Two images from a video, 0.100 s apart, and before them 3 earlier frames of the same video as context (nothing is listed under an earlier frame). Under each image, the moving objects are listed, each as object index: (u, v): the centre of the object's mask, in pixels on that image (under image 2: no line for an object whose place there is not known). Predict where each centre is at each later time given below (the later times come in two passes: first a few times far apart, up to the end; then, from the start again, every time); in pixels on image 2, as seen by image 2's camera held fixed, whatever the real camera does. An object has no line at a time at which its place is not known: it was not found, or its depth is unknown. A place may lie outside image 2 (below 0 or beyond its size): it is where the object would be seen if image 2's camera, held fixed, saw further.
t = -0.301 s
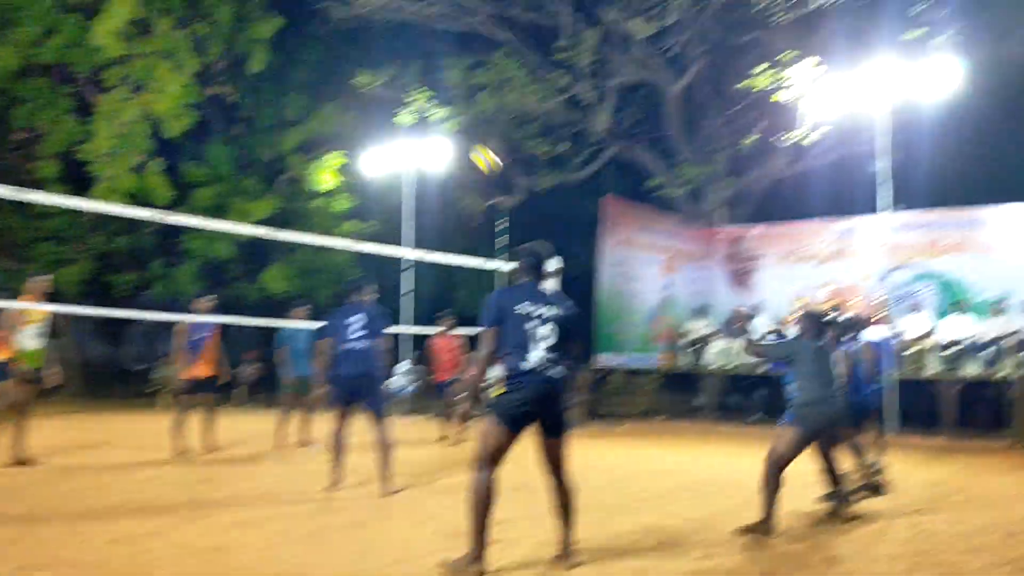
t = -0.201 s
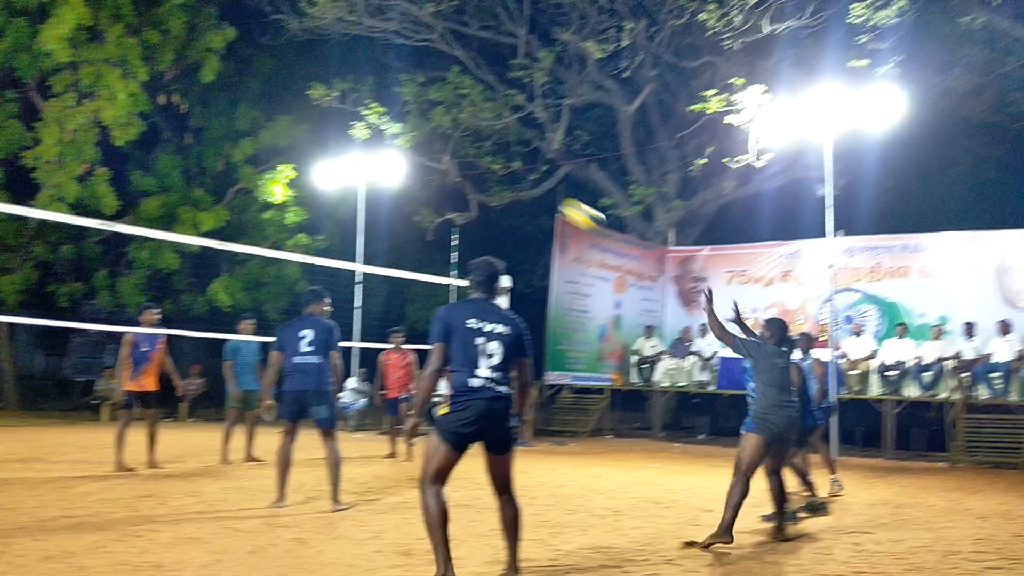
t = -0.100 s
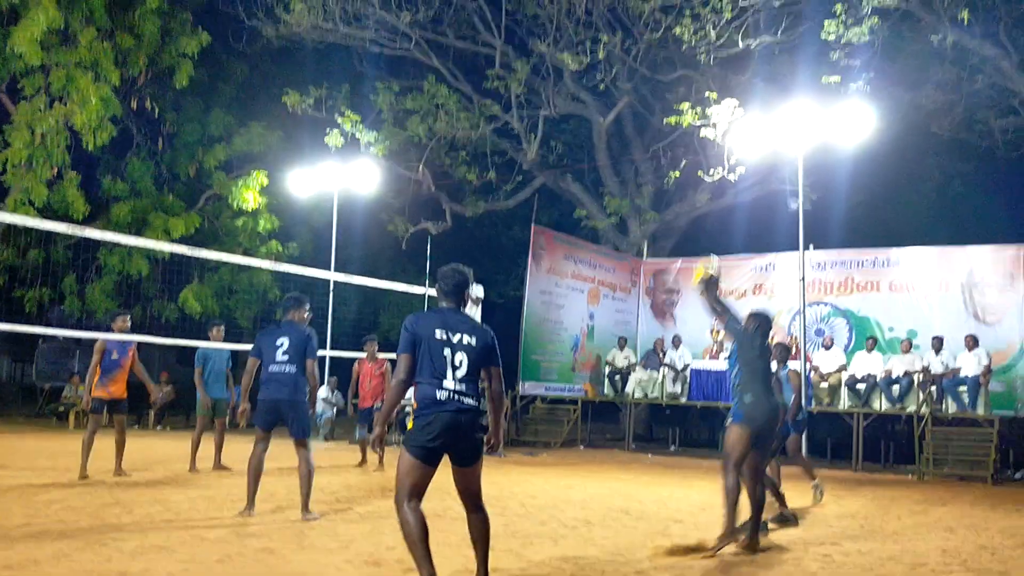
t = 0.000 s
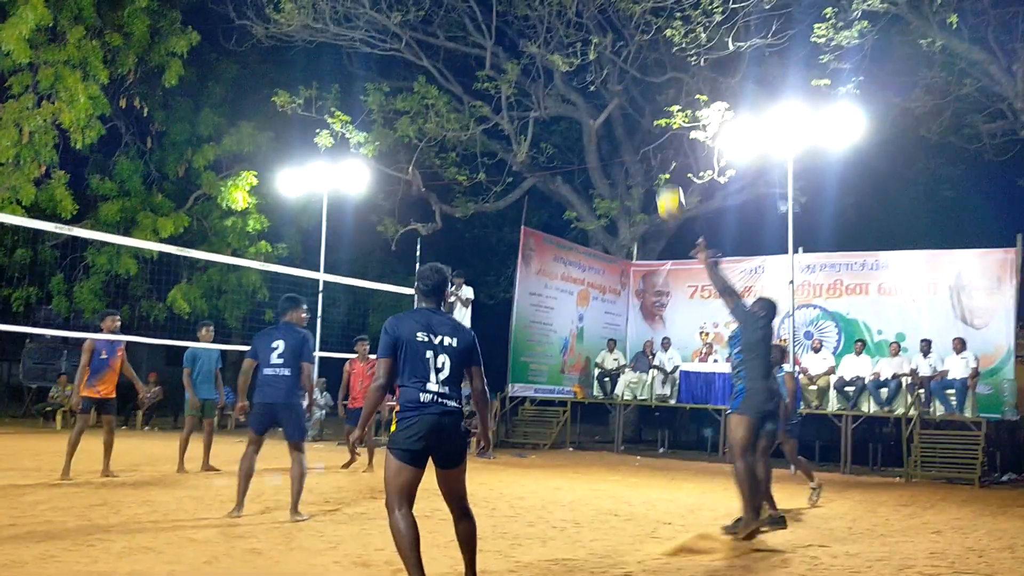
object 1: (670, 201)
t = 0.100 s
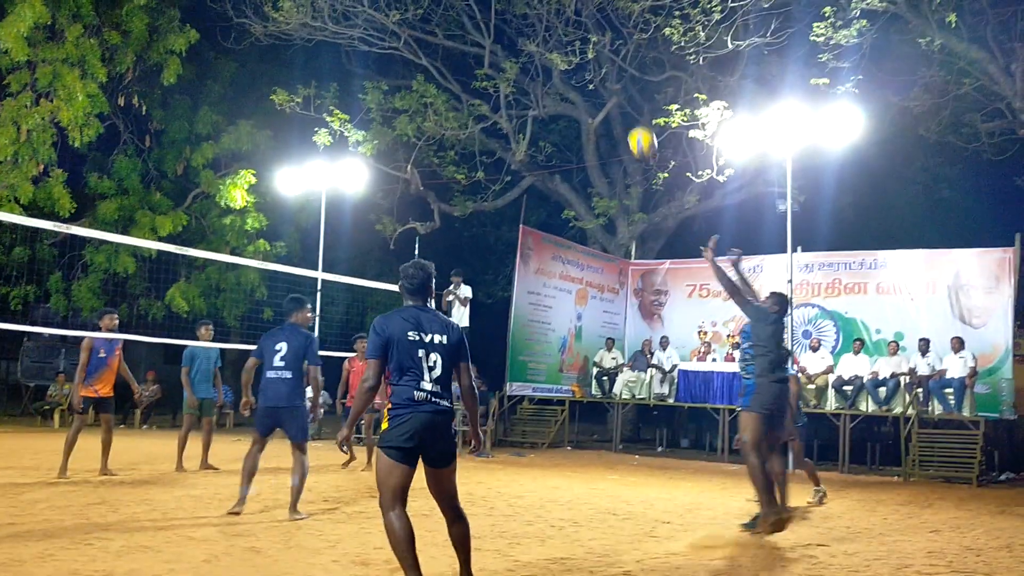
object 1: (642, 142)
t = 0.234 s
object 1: (609, 84)
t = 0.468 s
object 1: (552, 35)
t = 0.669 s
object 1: (506, 42)
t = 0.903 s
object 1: (453, 103)
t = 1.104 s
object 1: (408, 198)
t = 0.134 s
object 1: (633, 125)
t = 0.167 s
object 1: (625, 109)
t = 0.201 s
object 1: (617, 96)
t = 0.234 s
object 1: (609, 84)
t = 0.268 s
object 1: (600, 73)
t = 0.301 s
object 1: (592, 64)
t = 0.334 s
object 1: (583, 55)
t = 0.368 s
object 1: (576, 49)
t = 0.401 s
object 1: (567, 43)
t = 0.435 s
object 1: (560, 38)
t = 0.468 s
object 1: (552, 35)
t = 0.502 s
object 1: (544, 33)
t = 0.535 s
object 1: (536, 33)
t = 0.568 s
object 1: (529, 33)
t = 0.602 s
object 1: (521, 35)
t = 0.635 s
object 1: (514, 38)
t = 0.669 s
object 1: (506, 42)
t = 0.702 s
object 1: (498, 47)
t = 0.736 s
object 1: (491, 54)
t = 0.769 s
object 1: (483, 61)
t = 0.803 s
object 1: (476, 70)
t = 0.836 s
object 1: (468, 80)
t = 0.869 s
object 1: (461, 91)
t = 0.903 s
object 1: (453, 103)
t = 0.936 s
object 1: (446, 116)
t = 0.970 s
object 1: (438, 130)
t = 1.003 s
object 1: (430, 146)
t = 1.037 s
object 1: (423, 162)
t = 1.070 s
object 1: (415, 179)
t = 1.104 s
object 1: (408, 198)
